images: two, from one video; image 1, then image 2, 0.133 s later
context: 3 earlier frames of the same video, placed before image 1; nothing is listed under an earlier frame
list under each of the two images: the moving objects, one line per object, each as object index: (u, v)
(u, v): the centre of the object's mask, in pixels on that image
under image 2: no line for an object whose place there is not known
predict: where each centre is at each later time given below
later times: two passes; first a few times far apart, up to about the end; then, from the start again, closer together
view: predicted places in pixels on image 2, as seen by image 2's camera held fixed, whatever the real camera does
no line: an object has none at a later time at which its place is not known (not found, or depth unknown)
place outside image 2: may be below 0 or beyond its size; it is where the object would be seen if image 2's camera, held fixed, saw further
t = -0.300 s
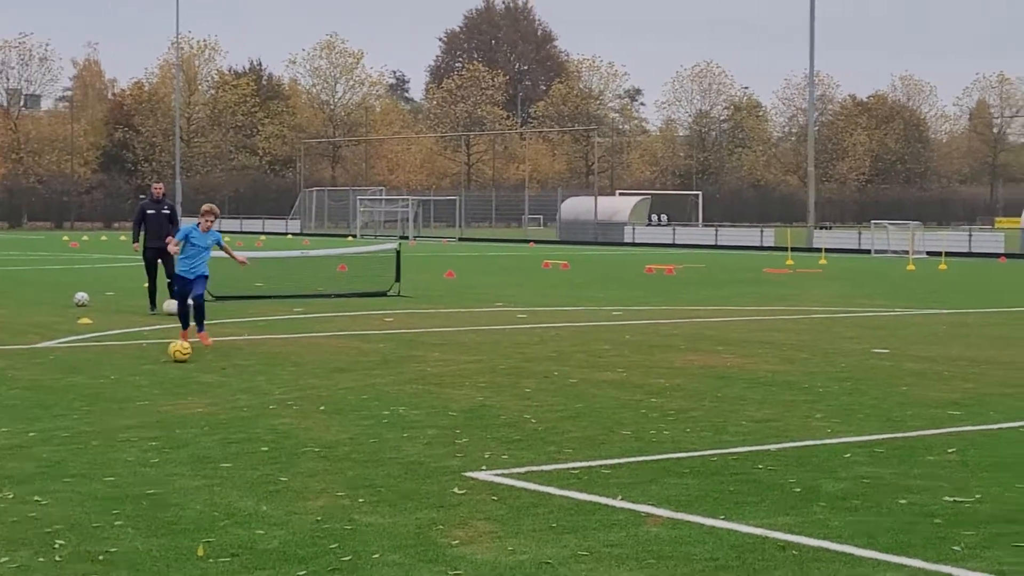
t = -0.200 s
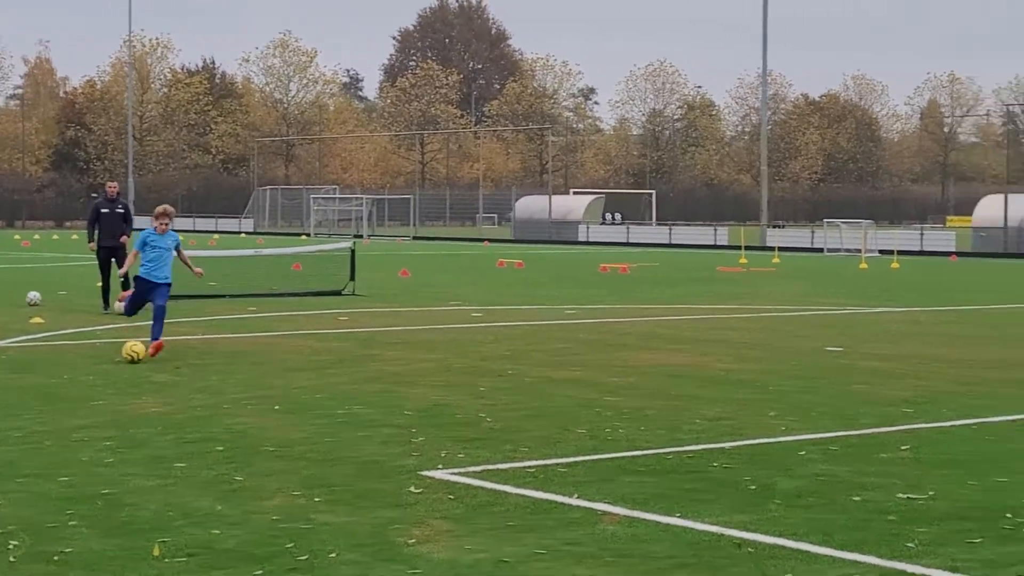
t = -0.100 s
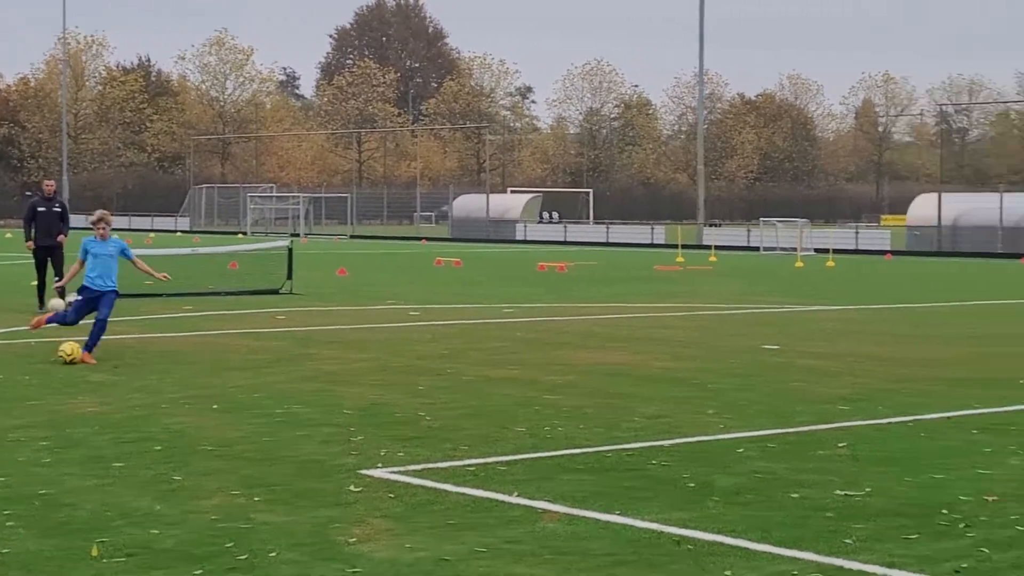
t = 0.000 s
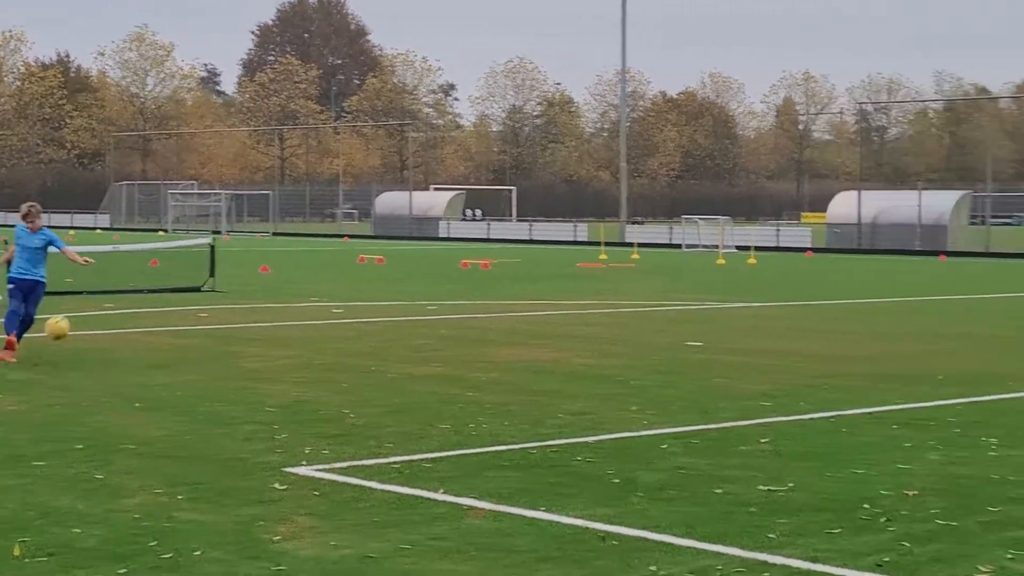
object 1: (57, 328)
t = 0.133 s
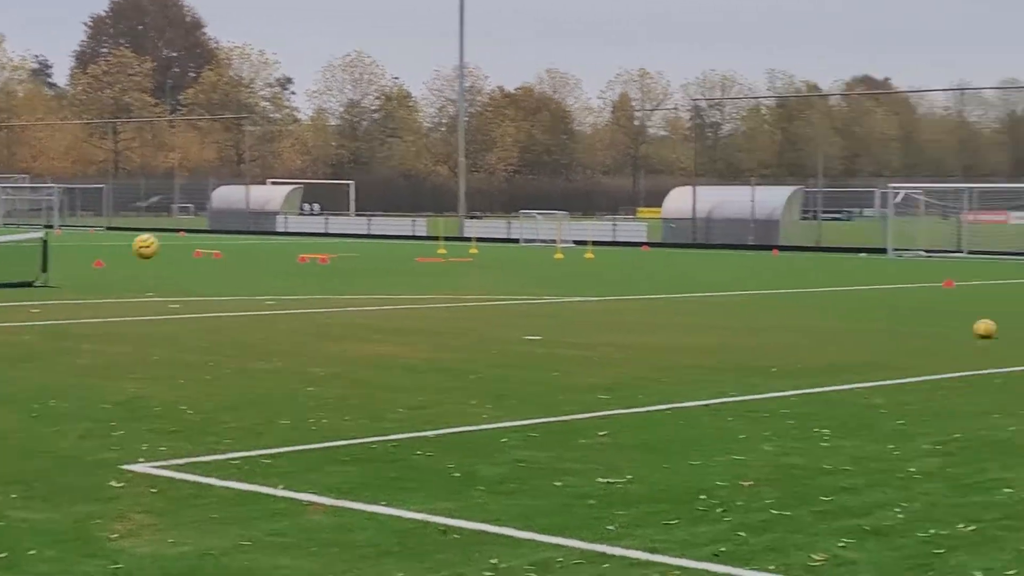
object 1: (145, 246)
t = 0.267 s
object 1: (412, 188)
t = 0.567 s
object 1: (1041, 143)
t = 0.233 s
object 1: (345, 200)
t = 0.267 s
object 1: (412, 188)
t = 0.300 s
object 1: (481, 177)
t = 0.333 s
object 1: (550, 168)
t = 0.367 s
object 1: (619, 161)
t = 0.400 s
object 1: (688, 154)
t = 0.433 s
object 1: (757, 149)
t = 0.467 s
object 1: (827, 147)
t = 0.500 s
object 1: (898, 144)
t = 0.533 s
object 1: (969, 144)
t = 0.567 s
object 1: (1041, 143)
